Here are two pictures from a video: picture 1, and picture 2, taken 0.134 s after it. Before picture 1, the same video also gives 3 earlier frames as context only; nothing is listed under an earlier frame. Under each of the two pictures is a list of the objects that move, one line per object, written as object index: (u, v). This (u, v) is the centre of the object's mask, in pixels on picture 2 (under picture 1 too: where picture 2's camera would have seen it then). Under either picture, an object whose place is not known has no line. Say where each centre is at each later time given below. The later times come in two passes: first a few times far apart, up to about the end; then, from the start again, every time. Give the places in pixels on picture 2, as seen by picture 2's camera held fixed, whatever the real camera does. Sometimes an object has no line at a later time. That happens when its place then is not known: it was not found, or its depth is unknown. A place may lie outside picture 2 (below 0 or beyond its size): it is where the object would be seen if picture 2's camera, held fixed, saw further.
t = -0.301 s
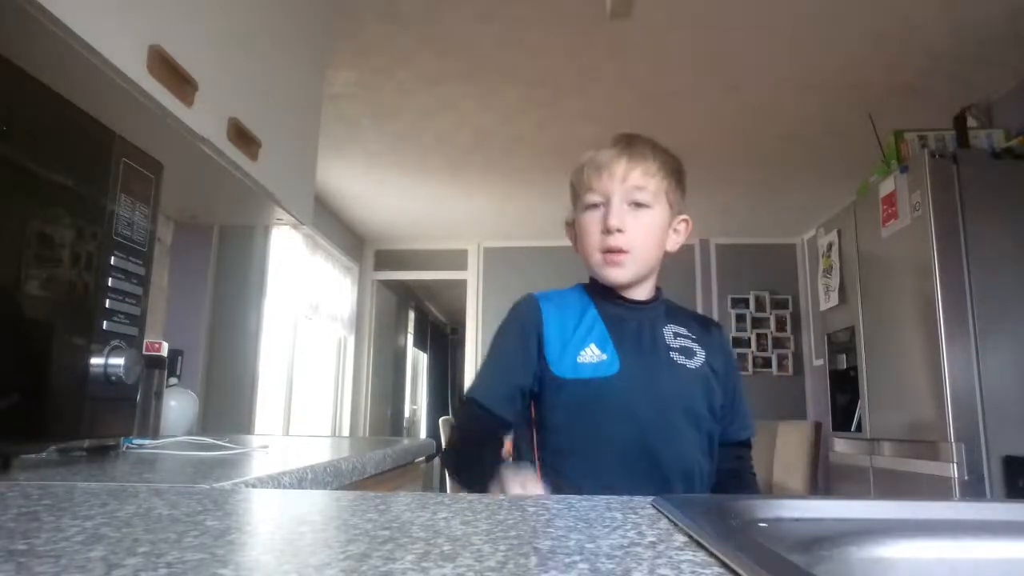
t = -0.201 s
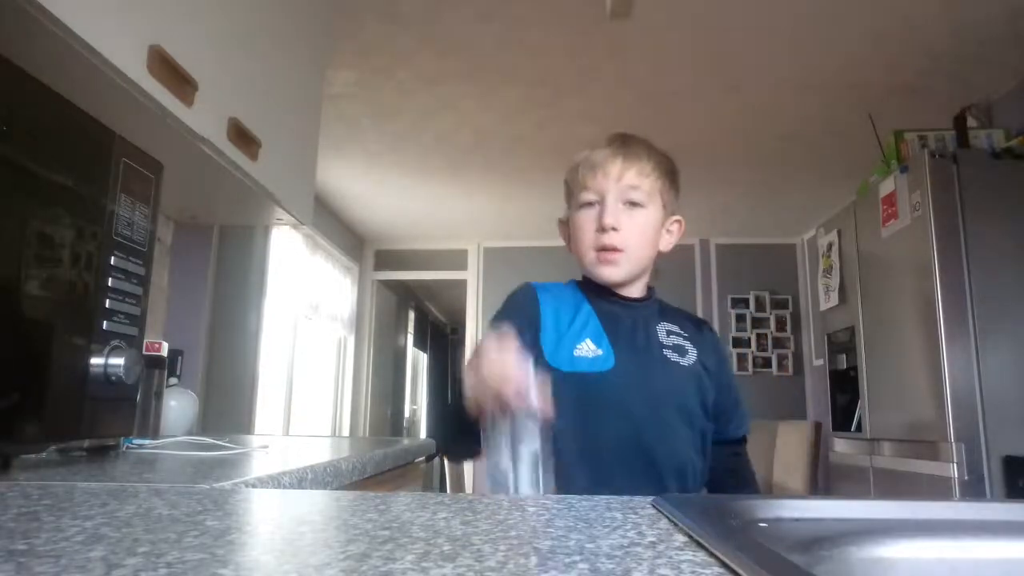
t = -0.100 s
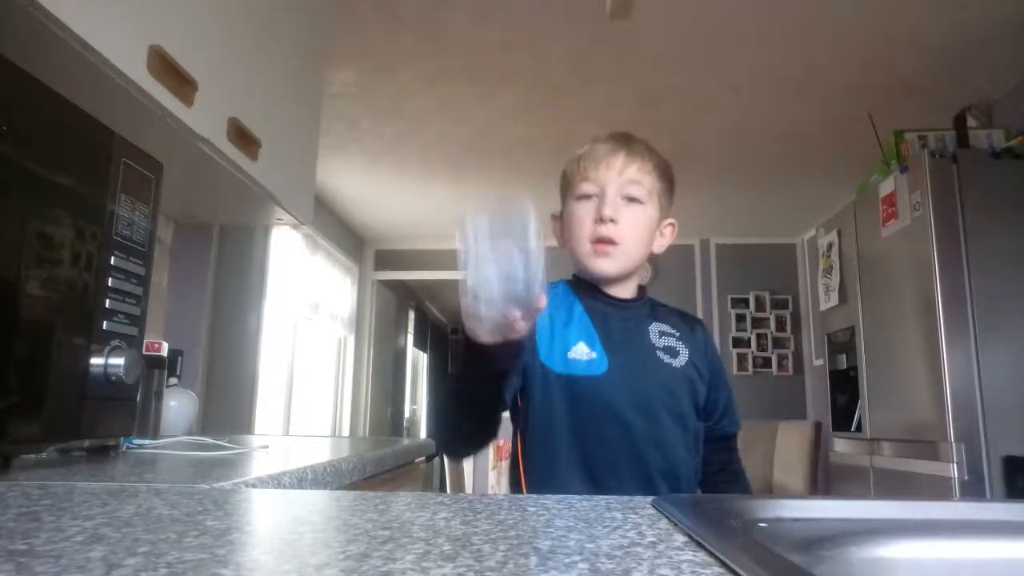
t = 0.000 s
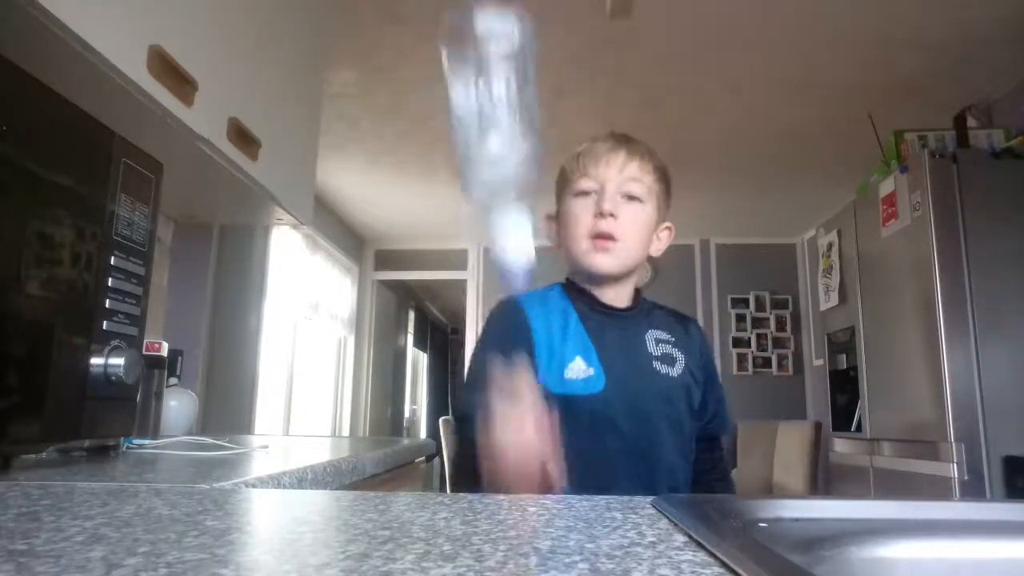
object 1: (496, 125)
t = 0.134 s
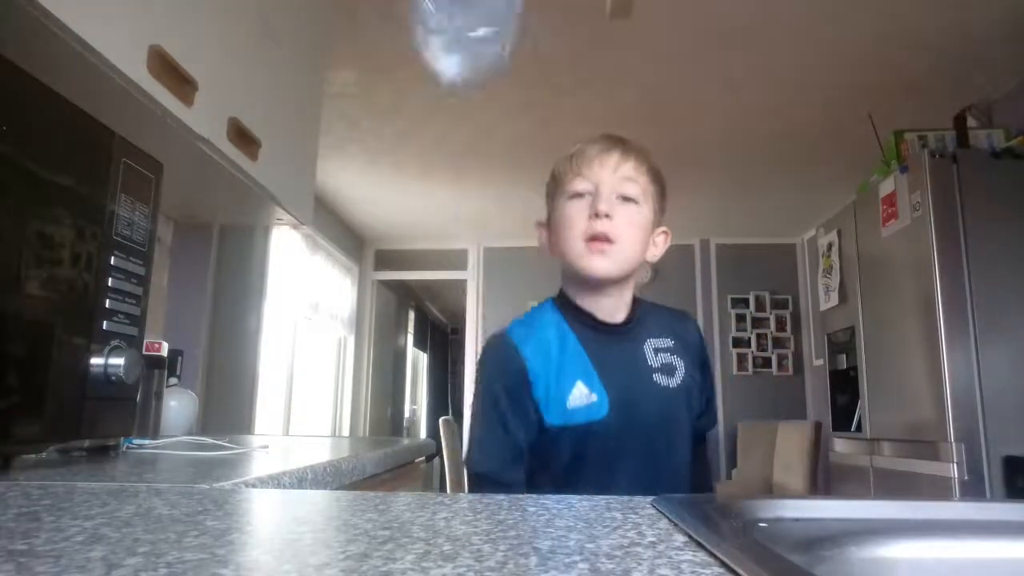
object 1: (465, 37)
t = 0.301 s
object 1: (386, 293)
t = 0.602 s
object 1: (256, 446)
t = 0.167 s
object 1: (457, 50)
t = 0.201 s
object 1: (444, 81)
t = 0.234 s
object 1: (431, 119)
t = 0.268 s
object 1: (408, 188)
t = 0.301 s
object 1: (386, 293)
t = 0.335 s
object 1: (374, 386)
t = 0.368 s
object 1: (326, 474)
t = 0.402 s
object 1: (321, 465)
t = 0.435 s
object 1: (314, 462)
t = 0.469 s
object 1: (305, 458)
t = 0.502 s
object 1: (302, 455)
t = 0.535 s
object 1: (294, 451)
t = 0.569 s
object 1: (275, 443)
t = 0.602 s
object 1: (256, 446)
